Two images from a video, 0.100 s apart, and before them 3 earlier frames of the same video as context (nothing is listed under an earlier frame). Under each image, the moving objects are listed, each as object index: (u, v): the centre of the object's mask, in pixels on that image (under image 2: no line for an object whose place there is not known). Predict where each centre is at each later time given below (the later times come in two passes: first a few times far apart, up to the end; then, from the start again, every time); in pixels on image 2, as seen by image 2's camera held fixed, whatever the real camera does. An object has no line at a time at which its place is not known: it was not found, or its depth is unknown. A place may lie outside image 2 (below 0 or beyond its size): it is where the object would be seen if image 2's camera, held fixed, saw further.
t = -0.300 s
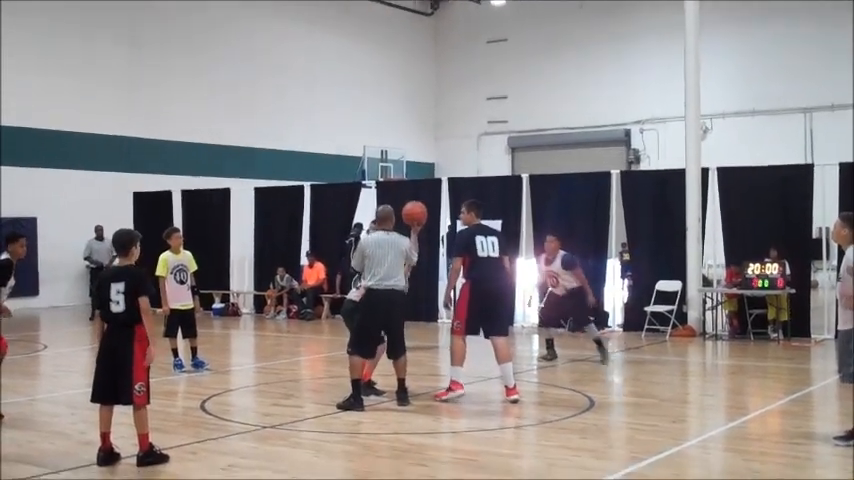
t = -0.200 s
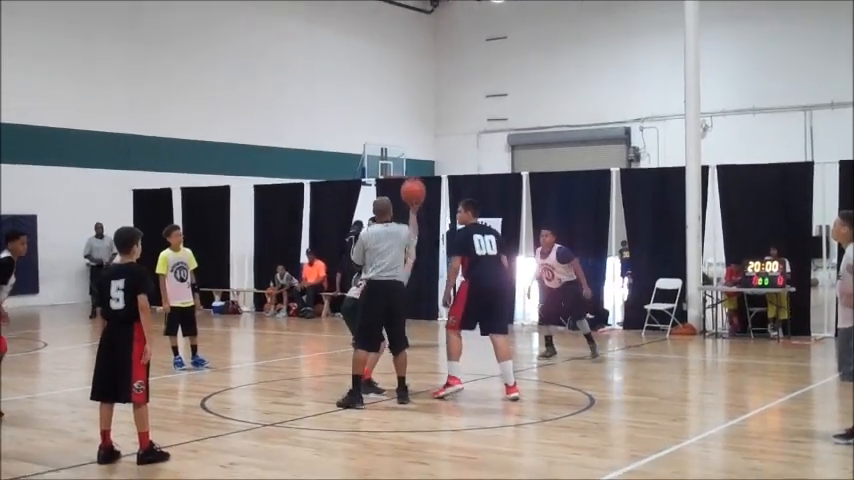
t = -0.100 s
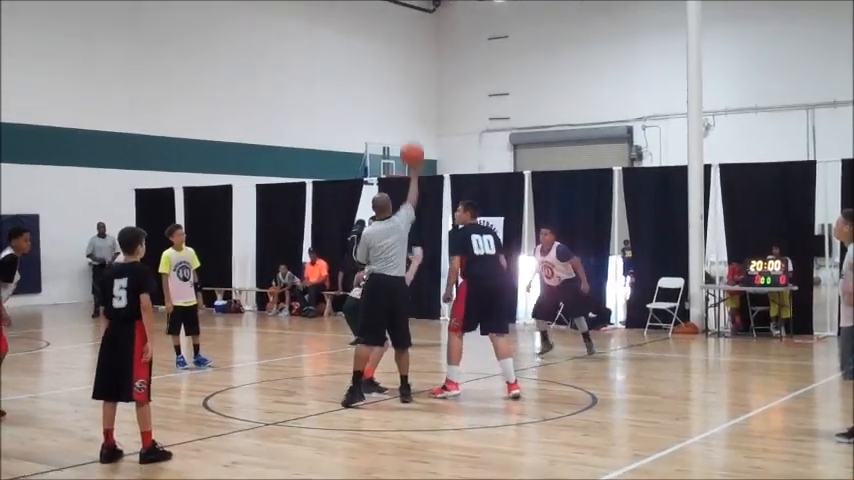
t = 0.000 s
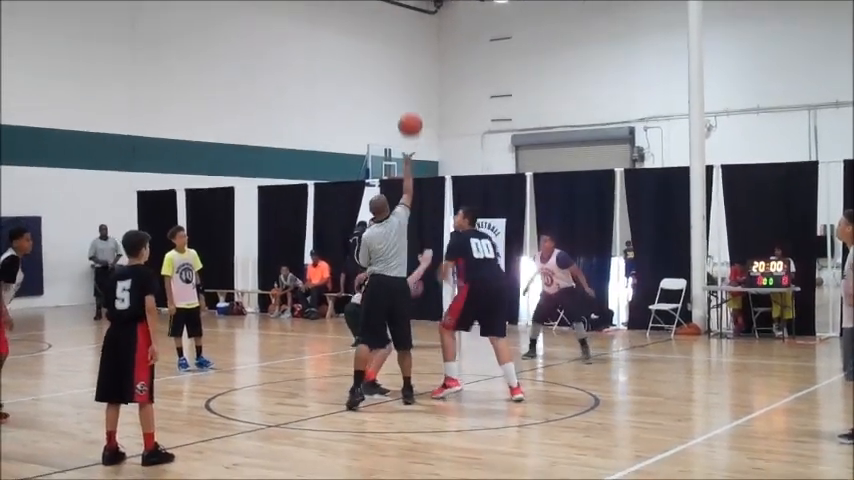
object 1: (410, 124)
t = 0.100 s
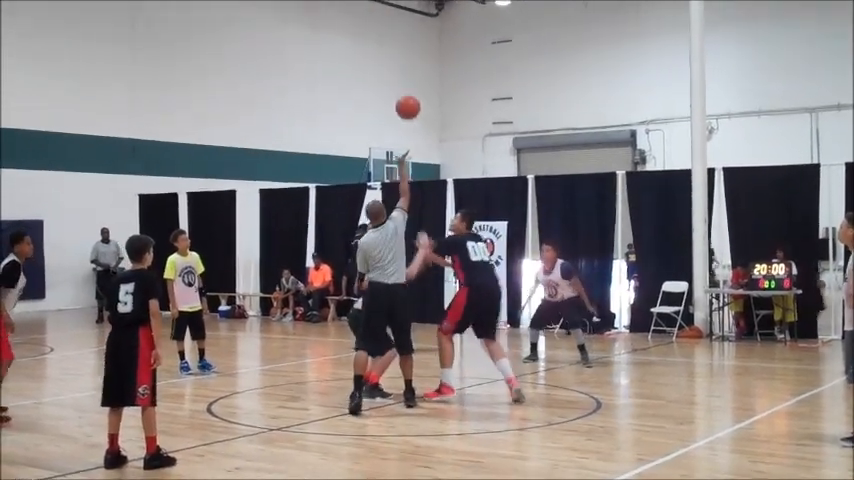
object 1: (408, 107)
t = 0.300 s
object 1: (400, 95)
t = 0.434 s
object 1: (396, 110)
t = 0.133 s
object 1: (406, 101)
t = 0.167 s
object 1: (405, 98)
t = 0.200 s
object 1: (404, 96)
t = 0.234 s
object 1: (402, 94)
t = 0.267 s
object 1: (401, 95)
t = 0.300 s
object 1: (400, 95)
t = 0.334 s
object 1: (399, 97)
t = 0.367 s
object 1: (398, 100)
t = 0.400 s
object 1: (397, 104)
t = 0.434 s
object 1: (396, 110)
